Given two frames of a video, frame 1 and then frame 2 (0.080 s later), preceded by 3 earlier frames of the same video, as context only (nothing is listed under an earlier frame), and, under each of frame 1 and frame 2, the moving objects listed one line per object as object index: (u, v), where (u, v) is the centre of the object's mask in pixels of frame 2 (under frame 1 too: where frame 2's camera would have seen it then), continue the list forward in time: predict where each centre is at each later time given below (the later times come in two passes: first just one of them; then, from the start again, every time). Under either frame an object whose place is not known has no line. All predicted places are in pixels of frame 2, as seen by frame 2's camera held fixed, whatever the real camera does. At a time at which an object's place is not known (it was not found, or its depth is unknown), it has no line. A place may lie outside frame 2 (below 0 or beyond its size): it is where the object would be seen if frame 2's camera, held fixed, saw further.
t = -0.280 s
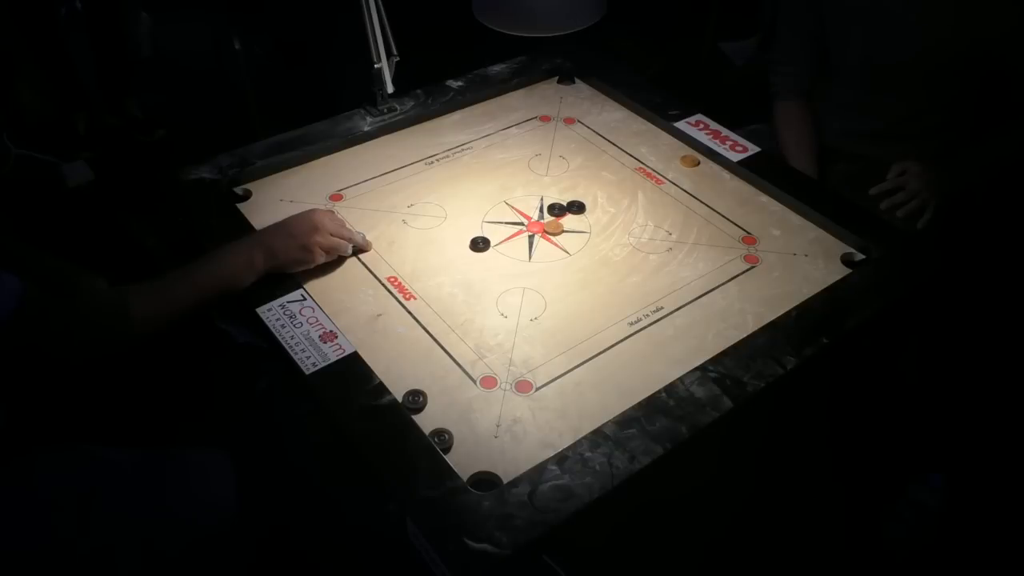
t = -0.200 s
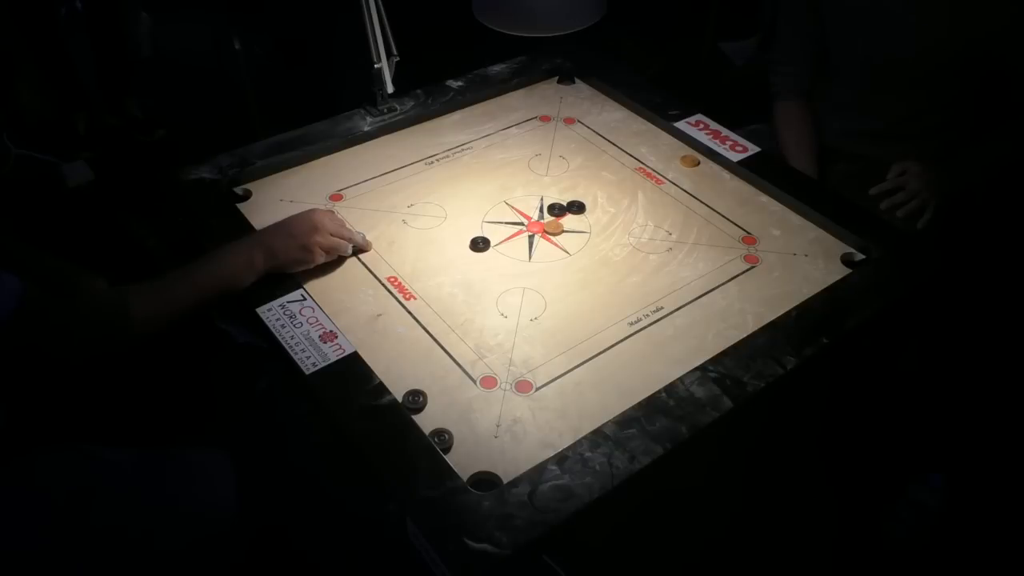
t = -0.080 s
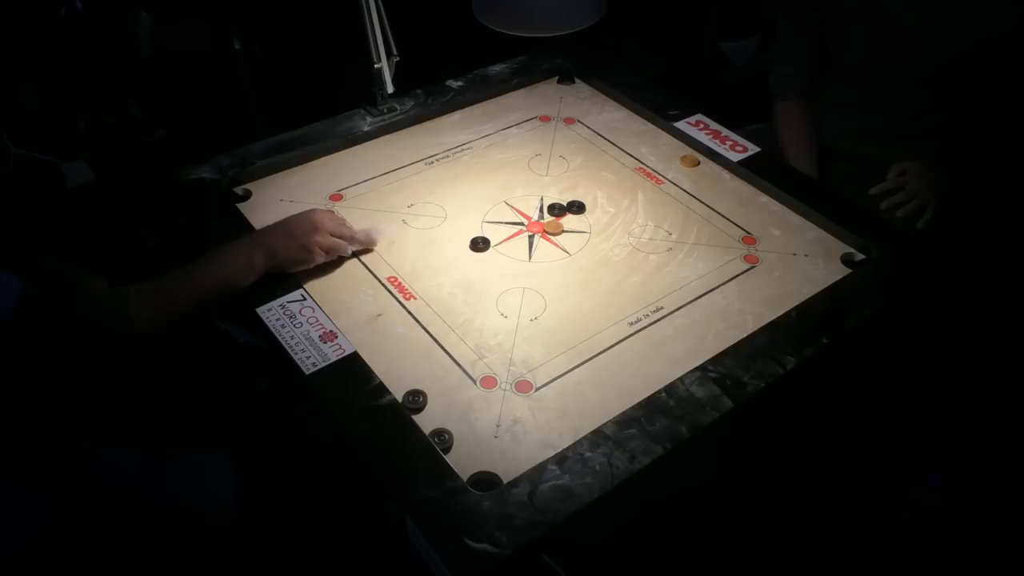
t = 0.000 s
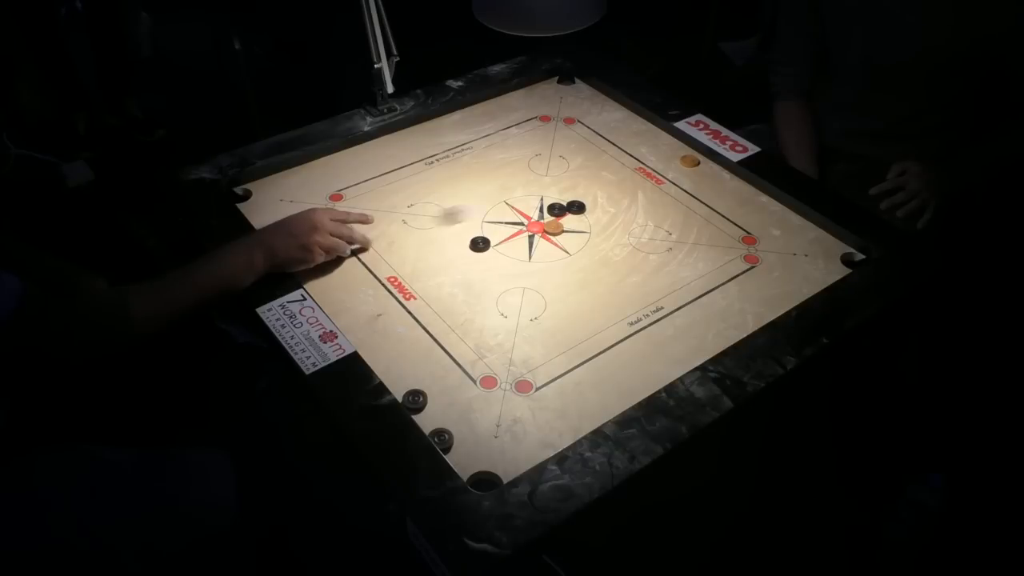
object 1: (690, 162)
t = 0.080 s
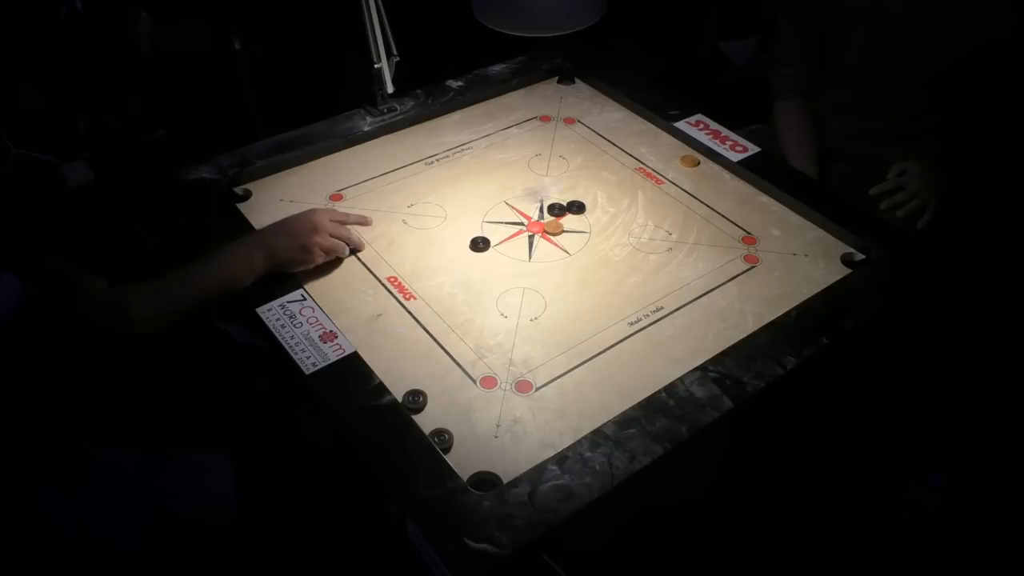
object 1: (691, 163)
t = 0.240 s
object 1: (695, 162)
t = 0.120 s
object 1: (690, 162)
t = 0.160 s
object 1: (690, 162)
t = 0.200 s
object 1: (690, 162)
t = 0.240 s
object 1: (695, 162)
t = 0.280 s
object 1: (697, 175)
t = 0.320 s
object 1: (685, 191)
